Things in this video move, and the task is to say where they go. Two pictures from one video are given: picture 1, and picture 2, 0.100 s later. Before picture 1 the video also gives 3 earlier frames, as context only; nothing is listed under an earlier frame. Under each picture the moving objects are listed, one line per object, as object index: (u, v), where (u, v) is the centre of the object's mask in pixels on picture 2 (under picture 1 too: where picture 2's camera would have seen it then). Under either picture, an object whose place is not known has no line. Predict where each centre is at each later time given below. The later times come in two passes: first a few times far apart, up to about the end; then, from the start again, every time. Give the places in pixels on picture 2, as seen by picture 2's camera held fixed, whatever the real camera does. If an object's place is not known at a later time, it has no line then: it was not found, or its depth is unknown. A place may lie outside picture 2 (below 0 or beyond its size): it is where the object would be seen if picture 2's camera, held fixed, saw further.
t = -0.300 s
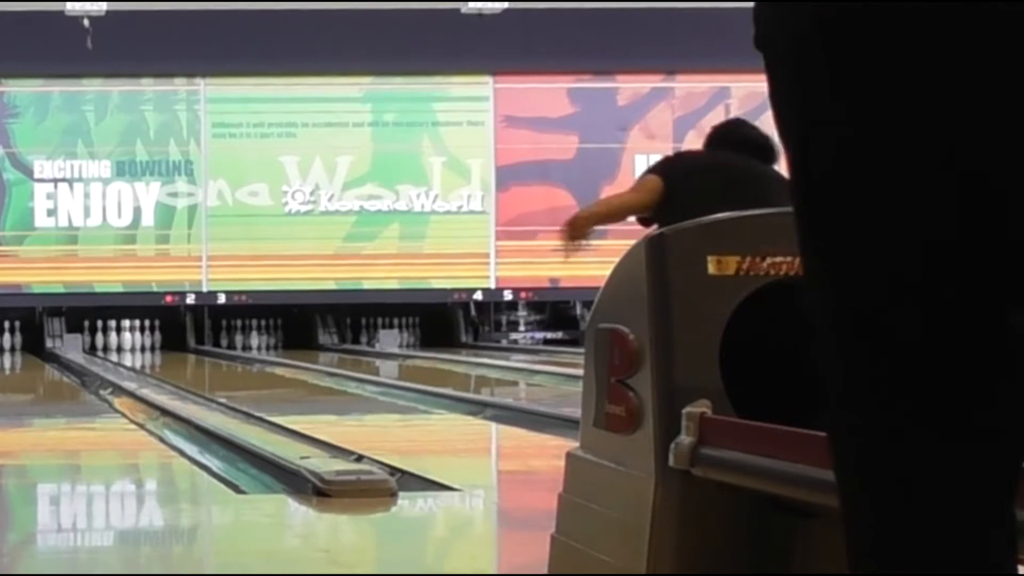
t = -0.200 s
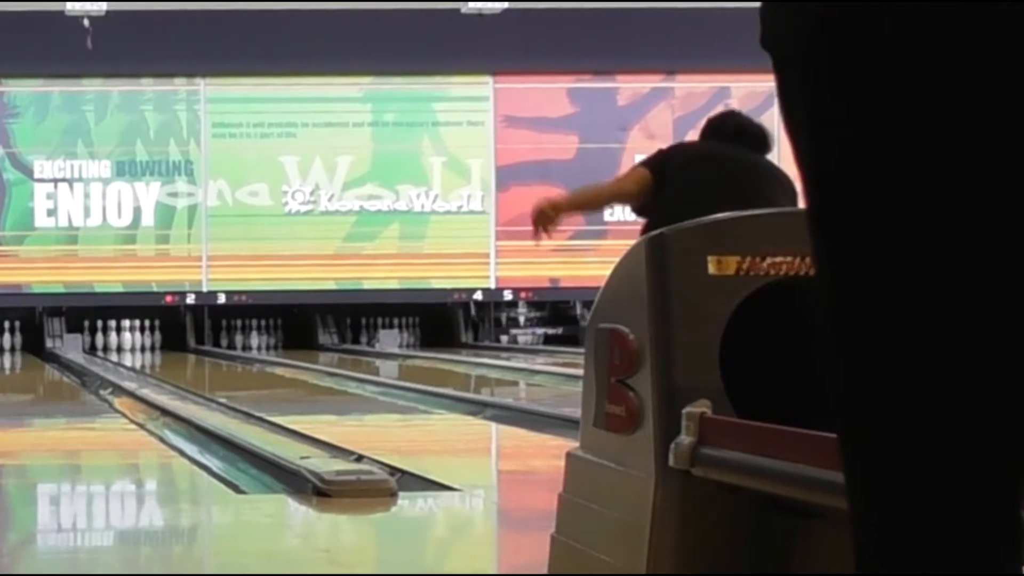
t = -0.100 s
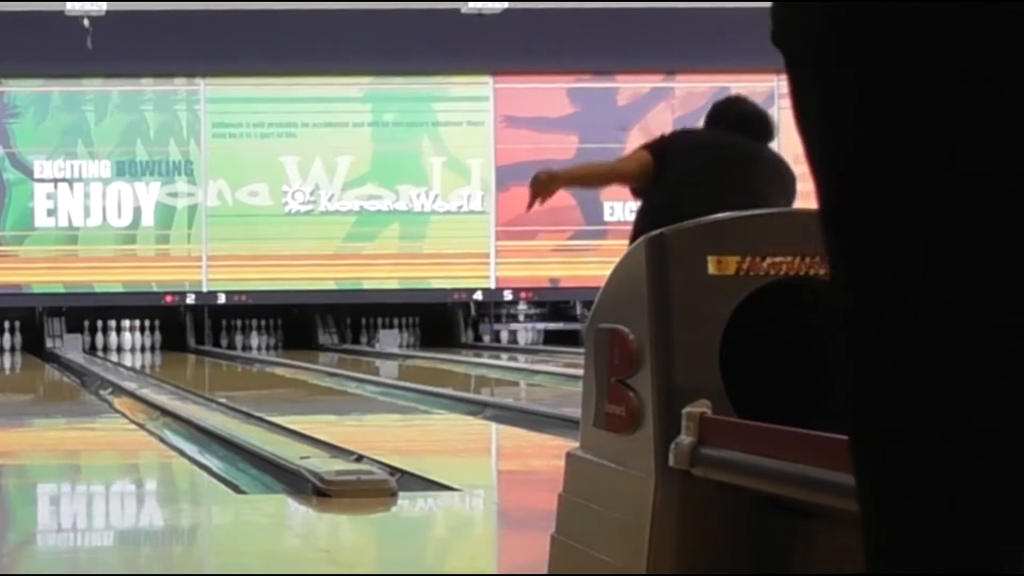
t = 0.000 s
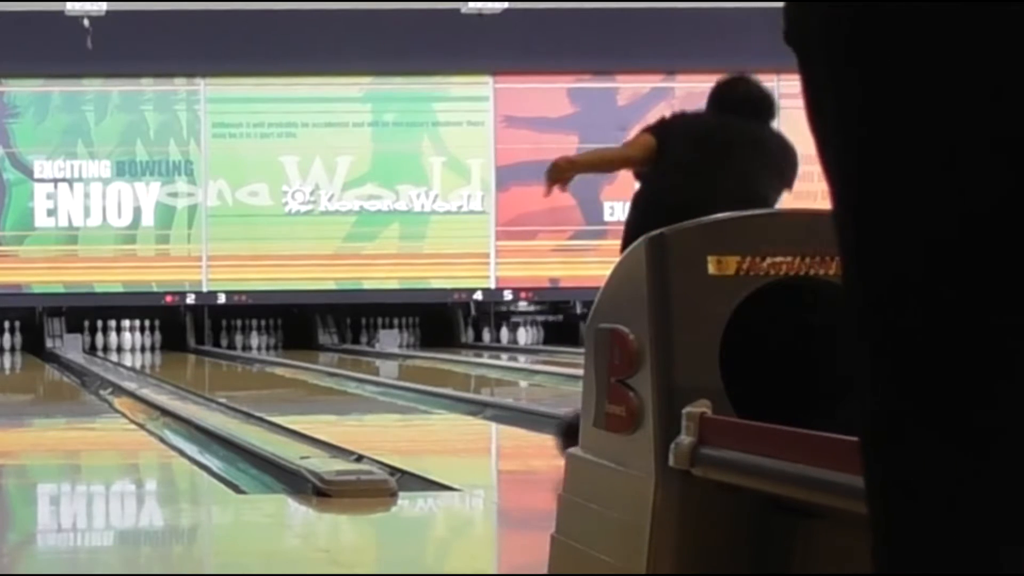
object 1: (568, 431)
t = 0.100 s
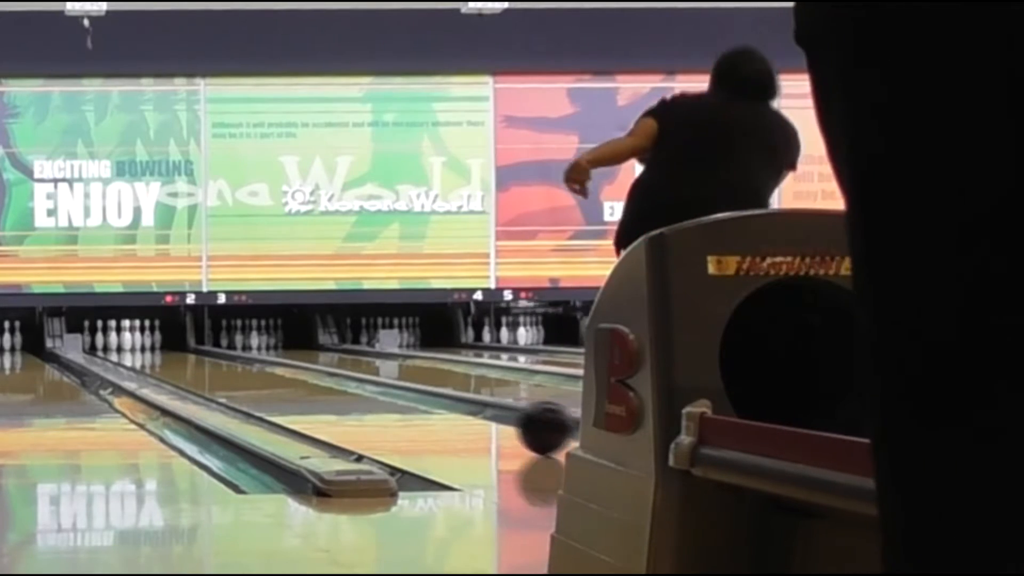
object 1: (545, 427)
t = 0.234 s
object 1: (498, 417)
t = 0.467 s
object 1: (433, 402)
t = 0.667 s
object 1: (389, 392)
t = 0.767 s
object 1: (371, 388)
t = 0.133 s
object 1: (532, 425)
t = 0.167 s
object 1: (520, 422)
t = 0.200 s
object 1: (509, 419)
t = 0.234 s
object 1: (498, 417)
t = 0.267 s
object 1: (487, 415)
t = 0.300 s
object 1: (477, 413)
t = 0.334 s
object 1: (468, 410)
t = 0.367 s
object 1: (459, 408)
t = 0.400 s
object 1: (449, 406)
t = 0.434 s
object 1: (441, 404)
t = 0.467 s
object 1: (433, 402)
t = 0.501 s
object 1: (425, 401)
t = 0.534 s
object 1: (417, 399)
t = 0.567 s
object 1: (409, 397)
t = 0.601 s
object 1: (402, 395)
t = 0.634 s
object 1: (396, 394)
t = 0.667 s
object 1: (389, 392)
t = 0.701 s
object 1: (383, 391)
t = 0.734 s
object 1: (377, 389)
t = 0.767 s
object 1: (371, 388)
